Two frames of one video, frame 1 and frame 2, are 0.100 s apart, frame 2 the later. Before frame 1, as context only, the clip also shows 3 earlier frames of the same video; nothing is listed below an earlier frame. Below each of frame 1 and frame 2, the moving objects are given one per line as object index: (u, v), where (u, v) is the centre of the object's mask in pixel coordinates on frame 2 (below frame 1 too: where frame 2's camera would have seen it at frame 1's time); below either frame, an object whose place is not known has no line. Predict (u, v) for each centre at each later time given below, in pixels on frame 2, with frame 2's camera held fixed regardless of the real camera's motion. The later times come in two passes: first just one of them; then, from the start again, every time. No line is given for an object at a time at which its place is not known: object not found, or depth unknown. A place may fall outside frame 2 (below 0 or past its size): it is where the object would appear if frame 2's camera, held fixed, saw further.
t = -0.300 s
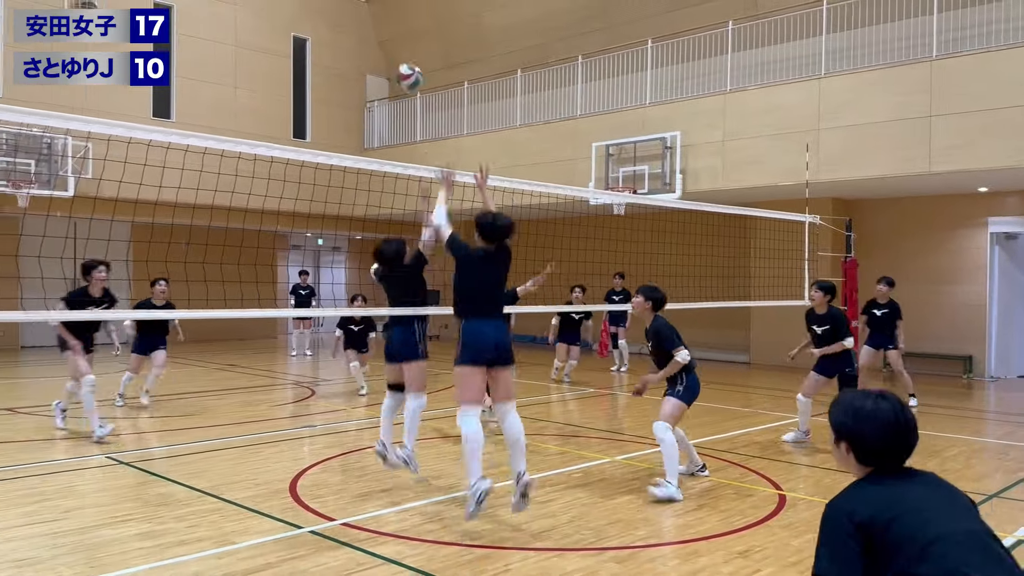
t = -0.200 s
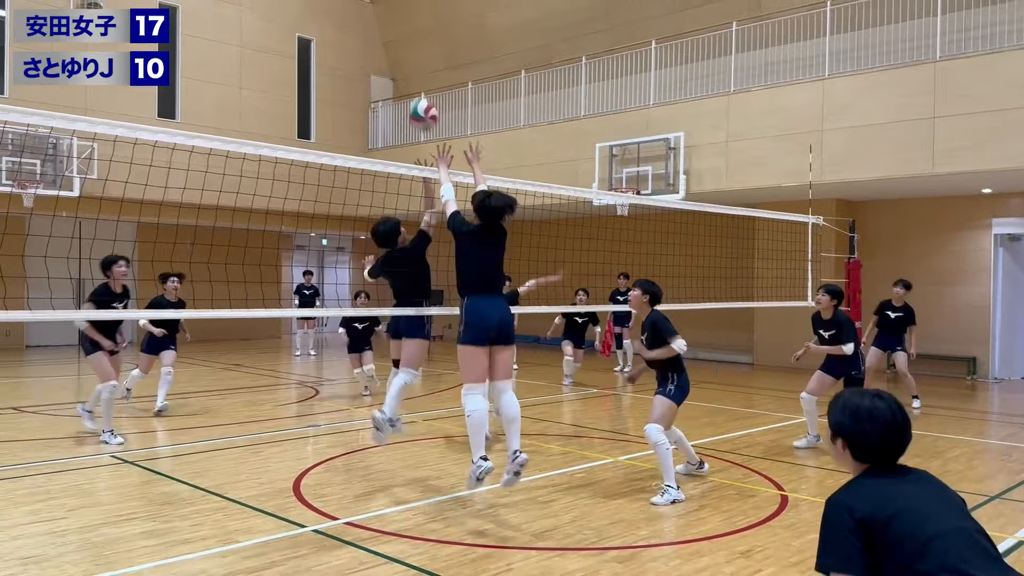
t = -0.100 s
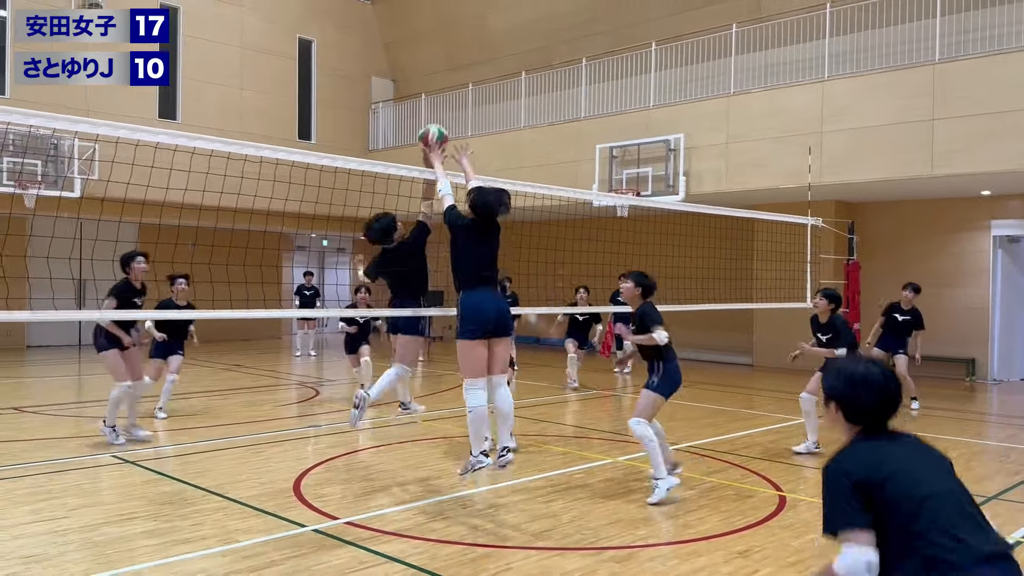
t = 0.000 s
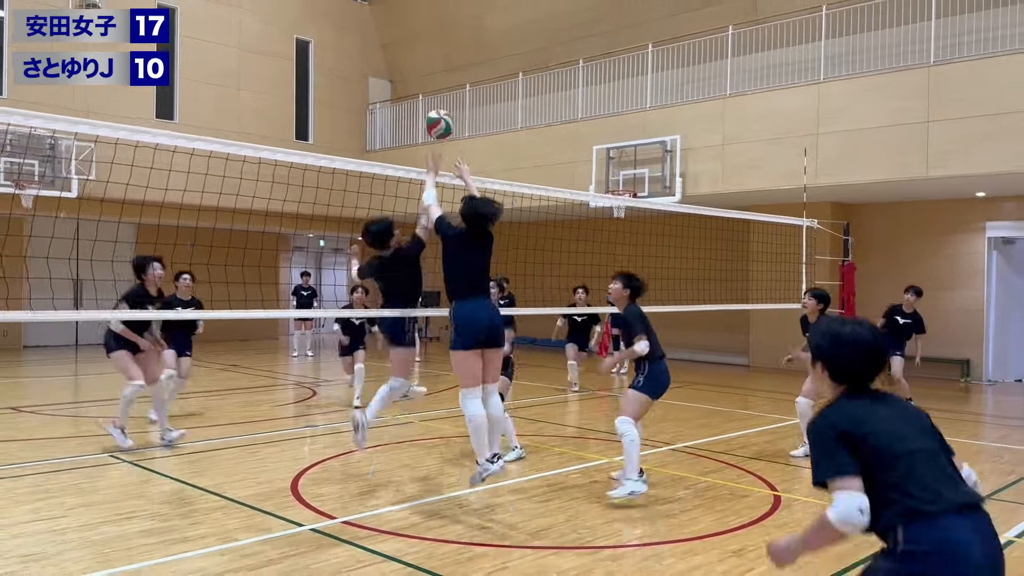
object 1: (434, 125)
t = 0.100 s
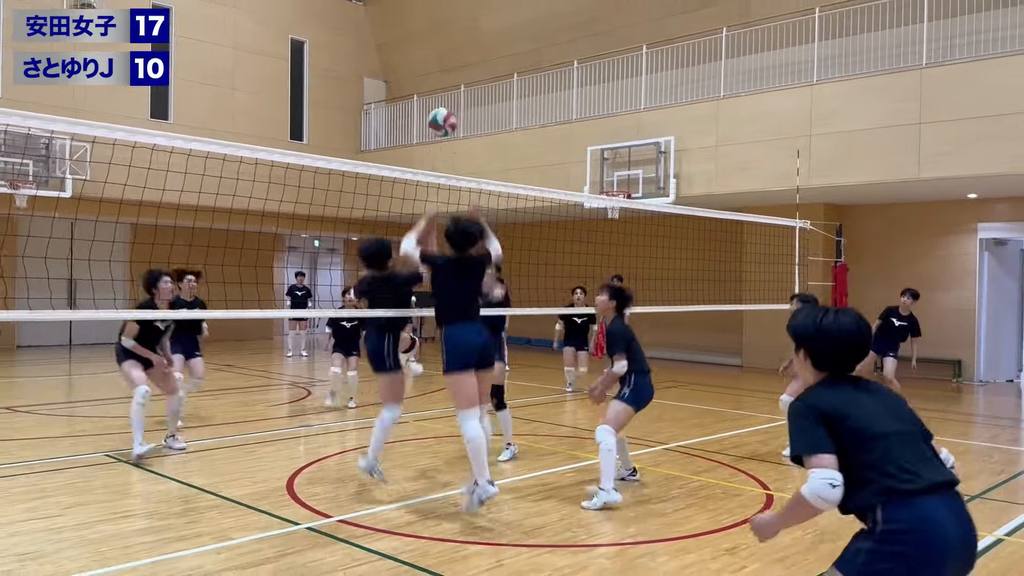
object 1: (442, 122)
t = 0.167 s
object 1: (448, 127)
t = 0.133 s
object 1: (445, 124)
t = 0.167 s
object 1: (448, 127)
